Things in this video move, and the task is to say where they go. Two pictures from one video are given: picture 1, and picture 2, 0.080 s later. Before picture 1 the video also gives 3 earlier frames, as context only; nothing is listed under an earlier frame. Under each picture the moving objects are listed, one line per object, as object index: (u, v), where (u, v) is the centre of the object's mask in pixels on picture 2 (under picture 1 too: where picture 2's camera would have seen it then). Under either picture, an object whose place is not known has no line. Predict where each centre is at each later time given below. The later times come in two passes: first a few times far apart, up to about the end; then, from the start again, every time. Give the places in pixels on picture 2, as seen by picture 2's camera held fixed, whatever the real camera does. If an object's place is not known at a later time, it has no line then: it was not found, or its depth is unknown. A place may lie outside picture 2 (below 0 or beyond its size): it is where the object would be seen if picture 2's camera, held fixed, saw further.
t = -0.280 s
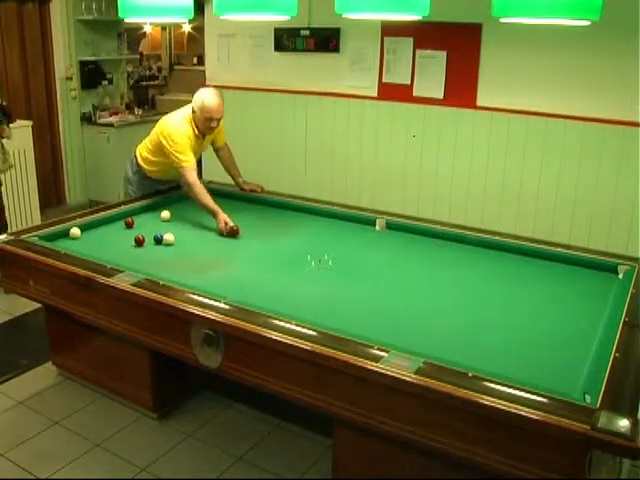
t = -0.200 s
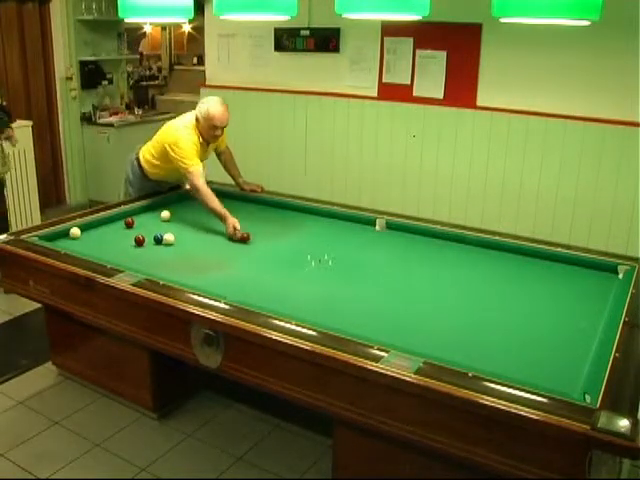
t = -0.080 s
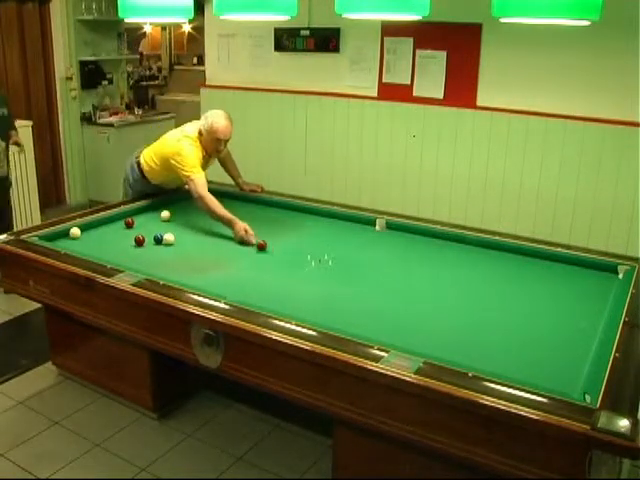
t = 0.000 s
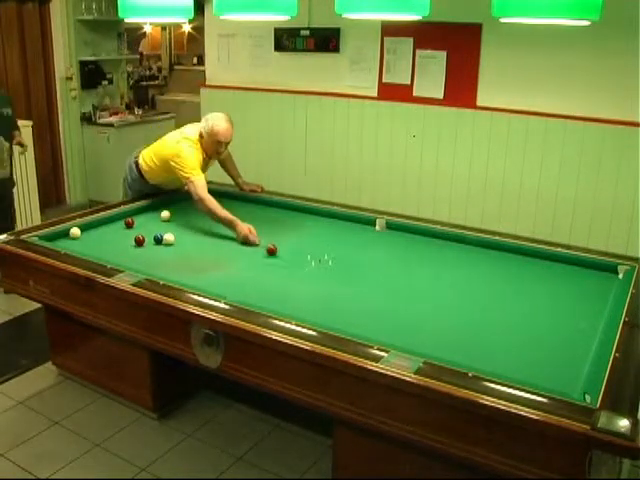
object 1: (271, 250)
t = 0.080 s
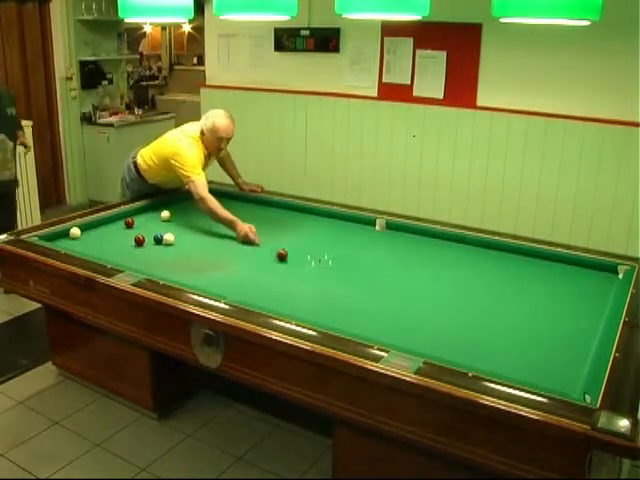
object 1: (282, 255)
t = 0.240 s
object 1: (303, 266)
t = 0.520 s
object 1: (346, 287)
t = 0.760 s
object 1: (388, 307)
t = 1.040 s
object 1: (445, 334)
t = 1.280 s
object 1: (500, 360)
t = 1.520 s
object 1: (563, 385)
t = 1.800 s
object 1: (532, 378)
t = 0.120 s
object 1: (287, 258)
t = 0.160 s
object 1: (292, 260)
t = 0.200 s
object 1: (297, 263)
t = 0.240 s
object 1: (303, 266)
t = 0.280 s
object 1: (309, 269)
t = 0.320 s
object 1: (315, 271)
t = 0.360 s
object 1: (321, 274)
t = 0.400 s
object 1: (327, 278)
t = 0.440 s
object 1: (333, 281)
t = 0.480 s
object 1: (340, 283)
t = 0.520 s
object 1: (346, 287)
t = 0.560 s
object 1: (353, 290)
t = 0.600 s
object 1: (359, 293)
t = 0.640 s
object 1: (367, 297)
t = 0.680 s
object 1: (374, 300)
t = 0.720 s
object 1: (381, 303)
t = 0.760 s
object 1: (388, 307)
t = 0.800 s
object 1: (396, 310)
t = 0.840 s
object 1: (403, 314)
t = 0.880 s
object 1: (411, 318)
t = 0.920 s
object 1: (420, 321)
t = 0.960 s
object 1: (428, 327)
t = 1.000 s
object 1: (436, 330)
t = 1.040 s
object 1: (445, 334)
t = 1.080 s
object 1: (454, 338)
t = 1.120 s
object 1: (462, 343)
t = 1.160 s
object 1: (471, 347)
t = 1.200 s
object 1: (481, 351)
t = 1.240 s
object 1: (490, 356)
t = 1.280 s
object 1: (500, 360)
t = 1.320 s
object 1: (510, 365)
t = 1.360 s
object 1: (520, 369)
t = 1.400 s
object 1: (531, 373)
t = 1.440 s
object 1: (541, 377)
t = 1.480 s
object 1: (552, 381)
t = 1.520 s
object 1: (563, 385)
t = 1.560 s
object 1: (573, 391)
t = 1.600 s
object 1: (566, 389)
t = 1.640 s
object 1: (558, 387)
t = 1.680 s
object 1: (551, 384)
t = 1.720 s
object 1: (542, 381)
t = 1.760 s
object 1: (539, 380)
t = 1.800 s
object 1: (532, 378)
